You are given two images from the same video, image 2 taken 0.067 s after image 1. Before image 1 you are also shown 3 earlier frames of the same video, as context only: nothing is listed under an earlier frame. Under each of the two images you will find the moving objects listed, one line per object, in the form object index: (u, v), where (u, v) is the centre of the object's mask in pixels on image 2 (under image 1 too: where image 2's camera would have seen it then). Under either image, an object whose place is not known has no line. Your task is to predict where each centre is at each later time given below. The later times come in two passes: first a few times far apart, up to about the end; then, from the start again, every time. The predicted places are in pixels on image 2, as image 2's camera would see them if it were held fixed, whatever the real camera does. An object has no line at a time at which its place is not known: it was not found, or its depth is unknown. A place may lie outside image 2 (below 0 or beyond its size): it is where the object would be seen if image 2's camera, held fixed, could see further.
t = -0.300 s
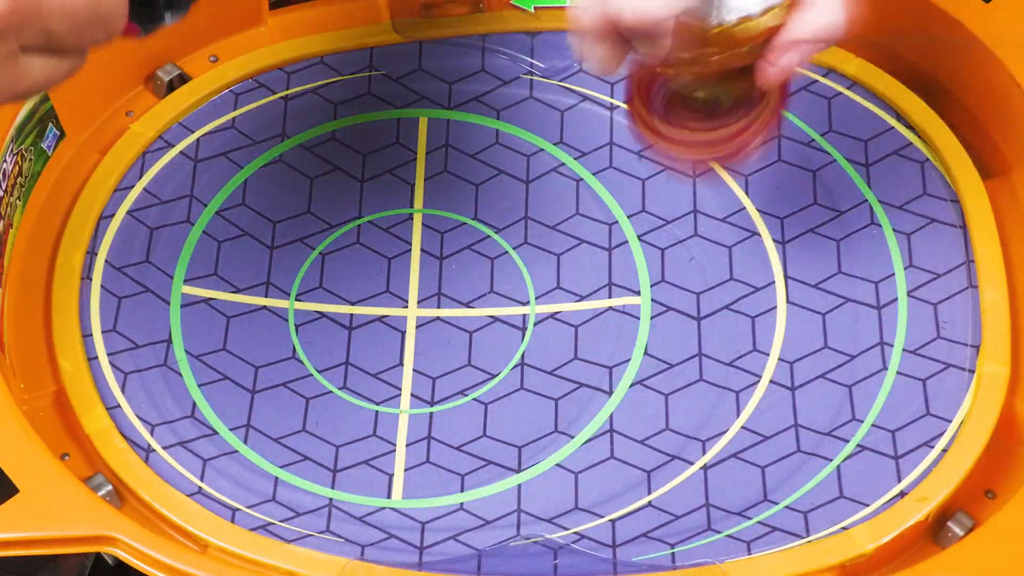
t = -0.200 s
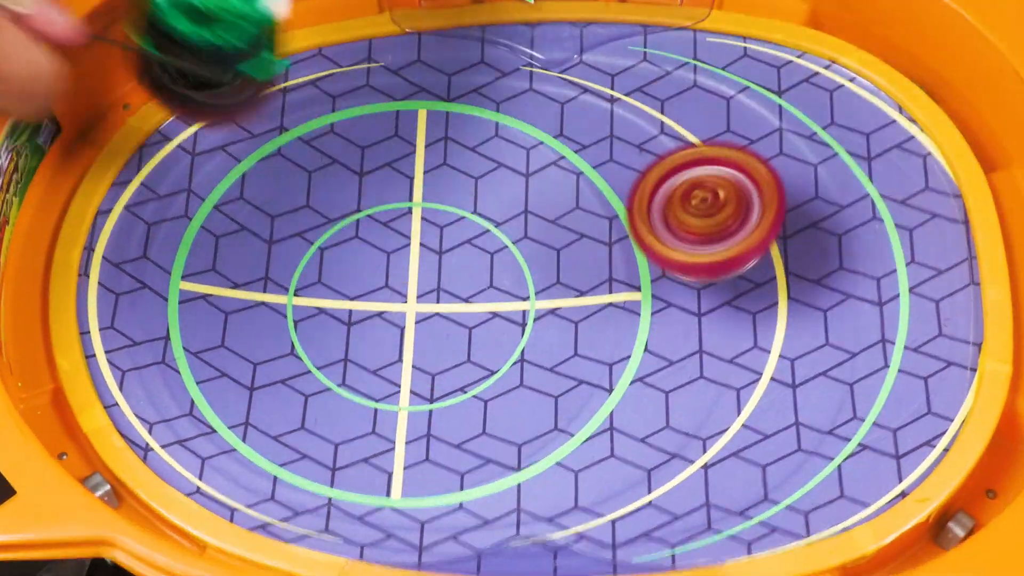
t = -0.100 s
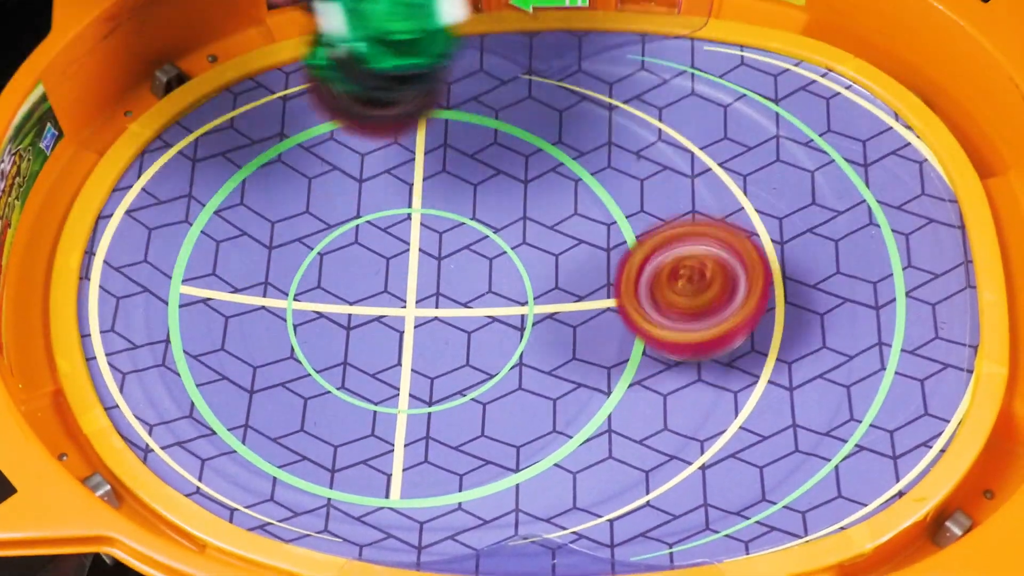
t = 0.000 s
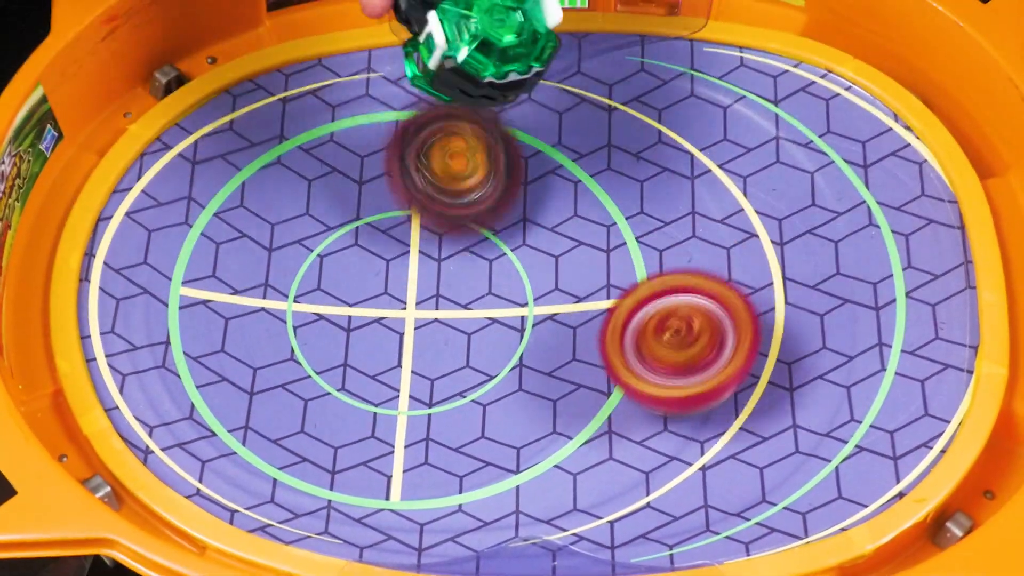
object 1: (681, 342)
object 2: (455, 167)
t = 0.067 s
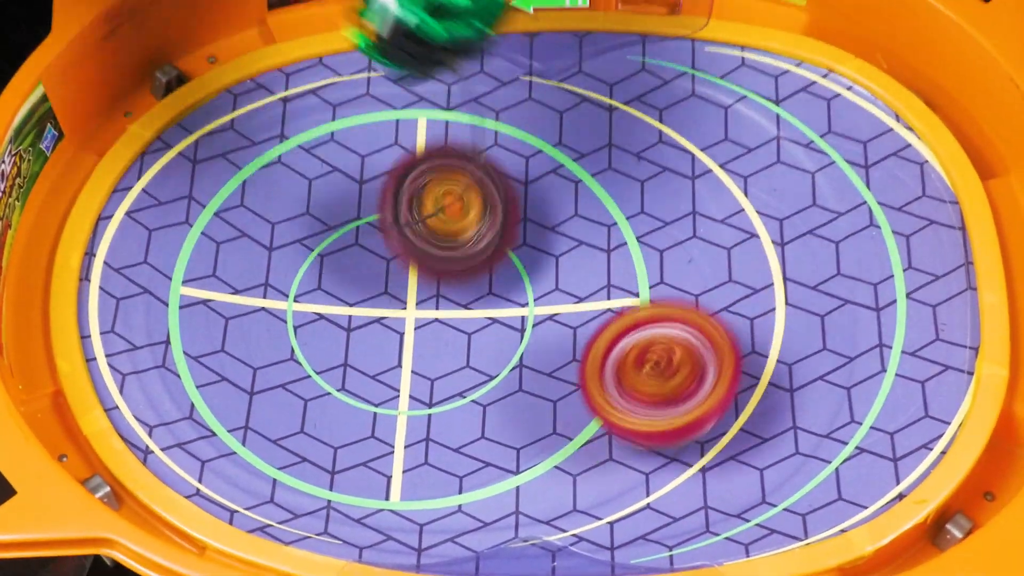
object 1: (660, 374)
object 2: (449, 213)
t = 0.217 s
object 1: (616, 429)
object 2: (432, 326)
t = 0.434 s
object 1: (577, 441)
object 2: (450, 337)
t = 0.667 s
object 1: (525, 443)
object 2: (551, 202)
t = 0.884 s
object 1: (435, 478)
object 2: (573, 70)
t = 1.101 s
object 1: (386, 469)
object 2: (542, 139)
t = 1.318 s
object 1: (346, 462)
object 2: (426, 250)
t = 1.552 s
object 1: (293, 449)
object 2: (412, 346)
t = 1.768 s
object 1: (283, 416)
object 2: (513, 347)
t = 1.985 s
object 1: (366, 340)
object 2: (508, 267)
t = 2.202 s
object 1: (247, 274)
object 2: (390, 221)
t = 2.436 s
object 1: (143, 330)
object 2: (352, 298)
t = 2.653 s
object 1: (234, 375)
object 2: (430, 331)
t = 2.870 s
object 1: (315, 300)
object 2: (513, 235)
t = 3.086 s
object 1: (261, 211)
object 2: (409, 150)
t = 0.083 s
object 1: (655, 380)
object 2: (448, 234)
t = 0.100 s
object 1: (651, 384)
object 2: (445, 249)
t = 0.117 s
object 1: (646, 393)
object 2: (443, 264)
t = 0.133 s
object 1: (640, 399)
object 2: (441, 275)
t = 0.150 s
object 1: (635, 405)
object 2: (440, 289)
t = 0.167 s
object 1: (630, 412)
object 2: (437, 297)
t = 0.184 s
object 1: (625, 417)
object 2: (436, 308)
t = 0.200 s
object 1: (620, 424)
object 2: (434, 321)
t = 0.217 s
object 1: (616, 429)
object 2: (432, 326)
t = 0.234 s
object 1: (611, 436)
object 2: (430, 334)
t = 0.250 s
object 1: (608, 441)
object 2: (429, 340)
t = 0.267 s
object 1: (606, 446)
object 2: (428, 343)
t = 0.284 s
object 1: (603, 449)
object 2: (427, 348)
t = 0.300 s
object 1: (601, 450)
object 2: (428, 349)
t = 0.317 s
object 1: (597, 450)
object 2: (428, 351)
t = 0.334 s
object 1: (594, 449)
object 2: (429, 352)
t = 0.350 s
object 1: (591, 448)
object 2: (431, 352)
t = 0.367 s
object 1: (589, 446)
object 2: (433, 351)
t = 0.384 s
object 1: (586, 444)
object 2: (436, 348)
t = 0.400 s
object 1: (583, 444)
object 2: (440, 345)
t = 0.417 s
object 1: (580, 442)
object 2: (445, 341)
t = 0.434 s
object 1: (577, 441)
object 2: (450, 337)
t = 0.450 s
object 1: (574, 441)
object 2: (457, 332)
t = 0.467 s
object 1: (572, 440)
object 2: (464, 326)
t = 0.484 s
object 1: (569, 440)
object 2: (472, 319)
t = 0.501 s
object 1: (566, 439)
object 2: (479, 311)
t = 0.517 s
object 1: (563, 439)
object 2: (487, 303)
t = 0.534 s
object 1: (560, 439)
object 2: (495, 294)
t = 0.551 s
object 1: (557, 439)
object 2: (503, 284)
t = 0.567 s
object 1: (553, 438)
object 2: (510, 275)
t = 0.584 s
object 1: (549, 439)
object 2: (519, 263)
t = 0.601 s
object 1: (545, 439)
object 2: (526, 252)
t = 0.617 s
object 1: (541, 440)
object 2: (533, 241)
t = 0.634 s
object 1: (536, 441)
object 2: (539, 228)
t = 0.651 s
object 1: (531, 442)
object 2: (545, 215)
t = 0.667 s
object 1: (525, 443)
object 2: (551, 202)
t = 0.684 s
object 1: (520, 444)
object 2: (555, 190)
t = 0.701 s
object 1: (514, 447)
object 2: (558, 175)
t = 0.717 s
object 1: (507, 449)
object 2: (560, 162)
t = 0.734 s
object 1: (501, 452)
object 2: (561, 149)
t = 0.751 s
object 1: (494, 455)
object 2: (561, 136)
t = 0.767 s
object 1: (487, 458)
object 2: (560, 125)
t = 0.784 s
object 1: (480, 462)
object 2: (561, 114)
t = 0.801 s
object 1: (472, 465)
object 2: (561, 104)
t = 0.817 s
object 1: (463, 469)
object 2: (564, 94)
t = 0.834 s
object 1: (456, 472)
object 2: (567, 87)
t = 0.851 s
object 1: (448, 474)
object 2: (569, 81)
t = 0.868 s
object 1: (441, 477)
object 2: (572, 74)
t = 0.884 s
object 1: (435, 478)
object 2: (573, 70)
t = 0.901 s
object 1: (429, 479)
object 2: (573, 69)
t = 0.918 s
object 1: (424, 478)
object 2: (572, 70)
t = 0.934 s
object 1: (420, 477)
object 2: (568, 74)
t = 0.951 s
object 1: (417, 475)
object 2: (563, 80)
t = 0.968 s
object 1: (414, 473)
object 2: (557, 85)
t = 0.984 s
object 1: (412, 471)
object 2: (553, 91)
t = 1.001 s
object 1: (410, 469)
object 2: (548, 96)
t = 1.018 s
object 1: (407, 468)
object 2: (546, 103)
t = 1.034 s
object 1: (403, 467)
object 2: (544, 108)
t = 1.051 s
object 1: (400, 467)
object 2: (543, 115)
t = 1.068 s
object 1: (396, 467)
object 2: (544, 122)
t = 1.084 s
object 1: (391, 468)
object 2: (544, 130)
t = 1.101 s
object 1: (386, 469)
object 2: (542, 139)
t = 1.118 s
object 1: (380, 470)
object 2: (538, 147)
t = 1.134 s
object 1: (374, 471)
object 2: (531, 157)
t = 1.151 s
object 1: (368, 473)
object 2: (524, 166)
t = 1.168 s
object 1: (363, 473)
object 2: (515, 175)
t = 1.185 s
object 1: (359, 473)
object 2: (504, 184)
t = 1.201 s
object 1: (357, 472)
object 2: (493, 193)
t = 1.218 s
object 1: (355, 470)
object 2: (483, 201)
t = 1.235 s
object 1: (354, 469)
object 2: (472, 209)
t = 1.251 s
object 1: (354, 467)
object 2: (461, 218)
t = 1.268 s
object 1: (352, 466)
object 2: (450, 226)
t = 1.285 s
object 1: (350, 464)
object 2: (441, 234)
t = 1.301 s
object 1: (349, 463)
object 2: (433, 242)
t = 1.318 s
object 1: (346, 462)
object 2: (426, 250)
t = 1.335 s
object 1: (343, 461)
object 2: (421, 260)
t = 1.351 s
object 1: (339, 461)
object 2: (417, 269)
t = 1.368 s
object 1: (335, 461)
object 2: (412, 278)
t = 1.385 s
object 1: (330, 461)
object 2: (409, 286)
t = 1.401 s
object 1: (325, 461)
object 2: (406, 294)
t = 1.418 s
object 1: (319, 462)
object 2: (403, 302)
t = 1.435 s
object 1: (314, 463)
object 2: (401, 309)
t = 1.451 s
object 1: (309, 462)
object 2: (399, 315)
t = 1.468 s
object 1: (304, 461)
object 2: (399, 321)
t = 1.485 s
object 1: (302, 459)
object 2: (400, 327)
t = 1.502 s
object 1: (300, 455)
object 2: (401, 333)
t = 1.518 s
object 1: (298, 453)
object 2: (404, 338)
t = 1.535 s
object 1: (296, 451)
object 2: (407, 342)
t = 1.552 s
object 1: (293, 449)
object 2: (412, 346)
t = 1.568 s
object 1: (289, 447)
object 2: (417, 350)
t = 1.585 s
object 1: (286, 445)
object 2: (423, 352)
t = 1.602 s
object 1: (282, 444)
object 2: (430, 355)
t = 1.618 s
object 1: (277, 442)
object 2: (437, 357)
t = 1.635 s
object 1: (274, 440)
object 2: (444, 358)
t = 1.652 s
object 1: (270, 438)
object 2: (453, 359)
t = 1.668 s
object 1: (267, 435)
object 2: (462, 359)
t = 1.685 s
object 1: (266, 433)
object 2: (471, 359)
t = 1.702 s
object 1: (265, 431)
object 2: (480, 359)
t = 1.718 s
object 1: (267, 428)
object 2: (489, 357)
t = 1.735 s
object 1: (271, 425)
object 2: (498, 354)
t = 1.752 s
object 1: (276, 420)
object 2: (506, 351)
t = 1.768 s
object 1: (283, 416)
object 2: (513, 347)
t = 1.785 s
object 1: (291, 412)
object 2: (519, 342)
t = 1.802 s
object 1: (300, 407)
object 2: (524, 337)
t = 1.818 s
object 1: (311, 403)
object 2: (527, 332)
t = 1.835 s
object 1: (321, 397)
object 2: (530, 327)
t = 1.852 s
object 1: (330, 391)
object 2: (531, 322)
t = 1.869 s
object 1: (340, 386)
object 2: (530, 316)
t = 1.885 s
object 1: (350, 380)
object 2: (528, 310)
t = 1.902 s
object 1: (360, 373)
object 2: (525, 304)
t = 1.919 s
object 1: (368, 366)
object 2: (520, 299)
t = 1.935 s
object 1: (374, 358)
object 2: (514, 293)
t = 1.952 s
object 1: (375, 352)
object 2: (511, 286)
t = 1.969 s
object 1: (370, 346)
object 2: (511, 276)
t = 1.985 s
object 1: (366, 340)
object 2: (508, 267)
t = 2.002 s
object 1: (361, 334)
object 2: (504, 258)
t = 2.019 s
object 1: (355, 328)
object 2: (498, 251)
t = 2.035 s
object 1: (349, 320)
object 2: (490, 243)
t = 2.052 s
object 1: (341, 313)
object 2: (481, 237)
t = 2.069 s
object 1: (335, 306)
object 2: (470, 232)
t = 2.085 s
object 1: (327, 299)
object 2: (458, 228)
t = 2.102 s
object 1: (317, 294)
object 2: (447, 224)
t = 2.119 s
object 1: (304, 289)
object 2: (439, 220)
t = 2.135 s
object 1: (291, 285)
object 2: (430, 217)
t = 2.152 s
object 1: (280, 281)
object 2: (420, 217)
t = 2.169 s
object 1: (269, 278)
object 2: (411, 217)
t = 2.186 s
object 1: (259, 276)
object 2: (400, 218)
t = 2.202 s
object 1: (247, 274)
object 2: (390, 221)
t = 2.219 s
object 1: (237, 274)
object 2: (379, 224)
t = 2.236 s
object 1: (227, 273)
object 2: (370, 228)
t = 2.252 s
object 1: (216, 275)
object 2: (364, 232)
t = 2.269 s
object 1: (202, 278)
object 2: (364, 235)
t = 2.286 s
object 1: (190, 282)
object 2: (362, 239)
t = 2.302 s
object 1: (178, 285)
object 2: (360, 245)
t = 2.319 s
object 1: (170, 290)
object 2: (357, 250)
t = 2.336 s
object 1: (163, 295)
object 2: (354, 256)
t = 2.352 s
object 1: (156, 301)
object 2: (351, 263)
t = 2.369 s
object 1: (154, 307)
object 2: (350, 270)
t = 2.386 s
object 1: (151, 314)
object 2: (349, 277)
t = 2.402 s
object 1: (149, 320)
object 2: (349, 284)
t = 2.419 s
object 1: (144, 325)
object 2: (350, 291)
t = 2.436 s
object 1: (143, 330)
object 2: (352, 298)
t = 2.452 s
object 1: (143, 334)
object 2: (354, 304)
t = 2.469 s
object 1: (145, 340)
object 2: (358, 309)
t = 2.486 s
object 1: (150, 345)
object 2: (362, 314)
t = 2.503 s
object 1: (155, 351)
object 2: (367, 318)
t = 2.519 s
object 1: (162, 356)
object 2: (373, 322)
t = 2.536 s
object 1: (170, 361)
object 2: (380, 325)
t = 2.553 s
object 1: (178, 365)
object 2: (386, 328)
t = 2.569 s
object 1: (185, 367)
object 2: (393, 331)
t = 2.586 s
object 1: (192, 370)
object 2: (401, 333)
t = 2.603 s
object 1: (200, 373)
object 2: (409, 334)
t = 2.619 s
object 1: (210, 374)
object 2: (416, 334)
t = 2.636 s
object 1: (222, 375)
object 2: (423, 333)
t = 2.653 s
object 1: (234, 375)
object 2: (430, 331)
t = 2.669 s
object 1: (247, 374)
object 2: (437, 329)
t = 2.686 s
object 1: (262, 371)
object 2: (443, 326)
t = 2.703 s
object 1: (276, 368)
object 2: (449, 321)
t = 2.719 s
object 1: (289, 365)
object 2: (455, 317)
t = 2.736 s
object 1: (302, 359)
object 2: (460, 311)
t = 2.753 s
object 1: (314, 353)
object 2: (463, 306)
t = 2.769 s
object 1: (323, 345)
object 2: (468, 298)
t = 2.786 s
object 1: (323, 339)
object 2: (481, 289)
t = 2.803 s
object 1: (321, 331)
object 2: (493, 277)
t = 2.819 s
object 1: (319, 324)
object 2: (501, 267)
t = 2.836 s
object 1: (319, 316)
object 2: (508, 256)
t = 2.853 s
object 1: (317, 308)
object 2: (512, 246)
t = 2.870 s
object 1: (315, 300)
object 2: (513, 235)
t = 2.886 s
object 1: (313, 291)
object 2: (513, 224)
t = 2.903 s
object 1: (310, 282)
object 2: (511, 214)
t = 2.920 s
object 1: (307, 273)
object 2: (507, 205)
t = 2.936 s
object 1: (303, 265)
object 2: (501, 196)
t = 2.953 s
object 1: (299, 256)
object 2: (494, 187)
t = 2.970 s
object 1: (294, 248)
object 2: (487, 179)
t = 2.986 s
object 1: (289, 240)
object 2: (478, 171)
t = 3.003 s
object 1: (284, 233)
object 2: (468, 164)
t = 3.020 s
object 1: (279, 227)
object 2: (457, 160)
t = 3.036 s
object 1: (274, 221)
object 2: (445, 155)
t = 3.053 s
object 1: (268, 217)
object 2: (434, 153)
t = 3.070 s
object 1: (264, 212)
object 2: (421, 151)
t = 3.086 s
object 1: (261, 211)
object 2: (409, 150)
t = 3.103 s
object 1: (258, 209)
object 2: (396, 151)
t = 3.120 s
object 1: (253, 209)
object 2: (388, 152)
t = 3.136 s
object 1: (242, 209)
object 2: (389, 150)
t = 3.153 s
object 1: (232, 211)
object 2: (389, 150)
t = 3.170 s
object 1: (222, 213)
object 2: (387, 151)
